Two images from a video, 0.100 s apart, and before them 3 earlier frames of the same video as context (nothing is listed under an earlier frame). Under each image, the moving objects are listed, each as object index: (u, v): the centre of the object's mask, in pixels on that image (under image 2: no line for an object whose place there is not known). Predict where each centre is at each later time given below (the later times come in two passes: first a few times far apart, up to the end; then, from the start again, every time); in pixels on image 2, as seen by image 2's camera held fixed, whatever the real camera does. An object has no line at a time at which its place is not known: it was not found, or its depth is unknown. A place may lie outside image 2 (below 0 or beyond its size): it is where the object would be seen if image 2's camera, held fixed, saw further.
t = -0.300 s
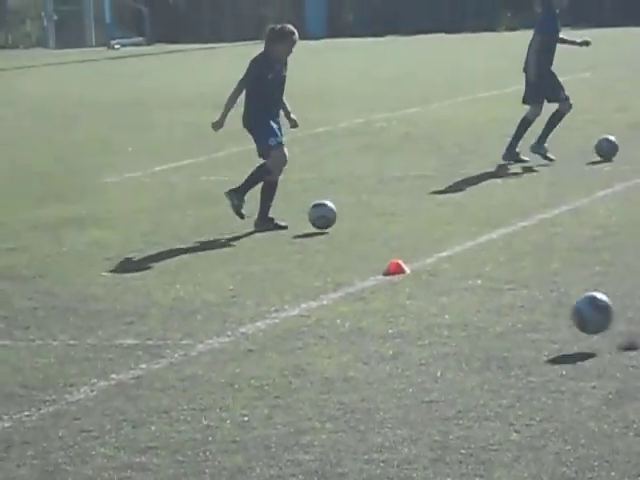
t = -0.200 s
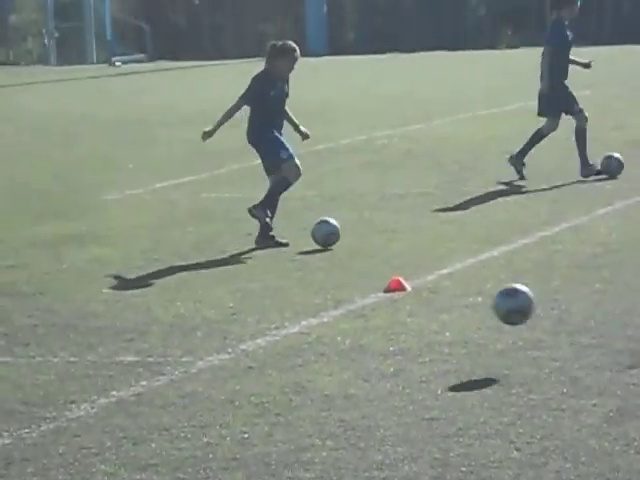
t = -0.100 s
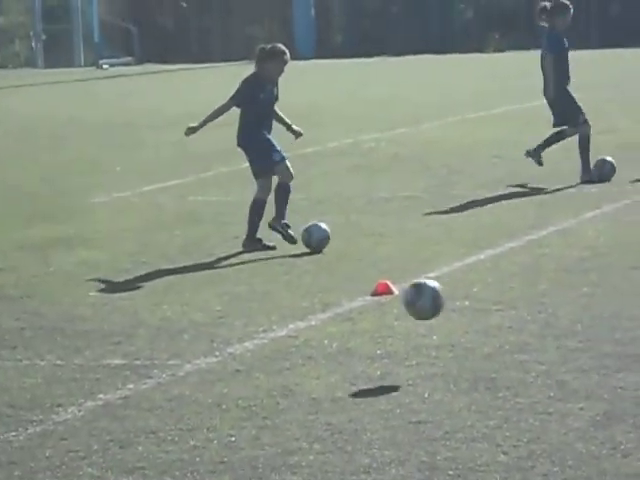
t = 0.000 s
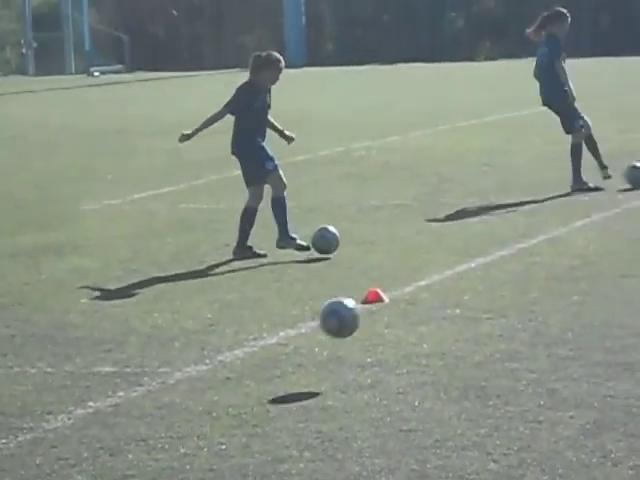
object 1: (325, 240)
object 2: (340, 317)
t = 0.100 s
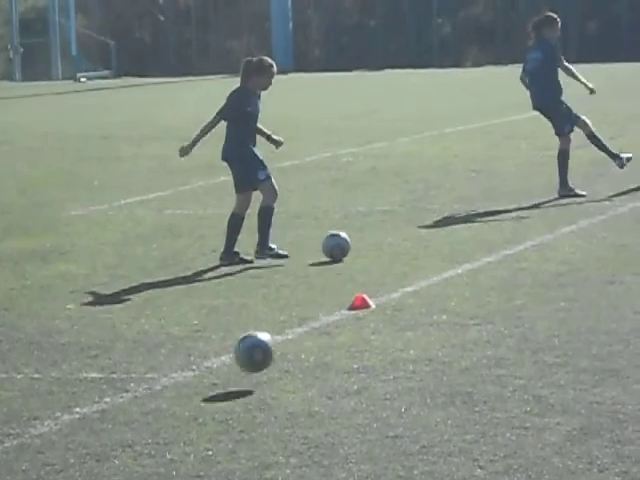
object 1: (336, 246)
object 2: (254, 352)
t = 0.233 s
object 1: (359, 243)
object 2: (182, 344)
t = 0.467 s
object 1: (391, 240)
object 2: (79, 346)
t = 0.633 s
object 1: (412, 238)
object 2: (5, 351)
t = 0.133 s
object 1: (342, 243)
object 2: (231, 365)
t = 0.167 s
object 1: (348, 242)
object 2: (213, 362)
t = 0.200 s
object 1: (354, 243)
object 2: (197, 352)
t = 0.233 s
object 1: (359, 243)
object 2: (182, 344)
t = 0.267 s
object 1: (364, 242)
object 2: (167, 339)
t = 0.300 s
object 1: (369, 242)
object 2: (152, 335)
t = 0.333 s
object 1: (374, 242)
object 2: (137, 333)
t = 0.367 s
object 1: (378, 241)
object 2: (122, 333)
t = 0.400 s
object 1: (382, 241)
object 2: (107, 336)
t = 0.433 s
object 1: (387, 240)
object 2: (93, 340)
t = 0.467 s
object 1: (391, 240)
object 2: (79, 346)
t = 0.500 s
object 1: (395, 239)
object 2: (65, 354)
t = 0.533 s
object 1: (399, 239)
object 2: (51, 364)
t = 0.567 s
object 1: (403, 239)
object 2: (35, 366)
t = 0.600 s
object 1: (408, 238)
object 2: (20, 357)
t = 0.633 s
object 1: (412, 238)
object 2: (5, 351)
